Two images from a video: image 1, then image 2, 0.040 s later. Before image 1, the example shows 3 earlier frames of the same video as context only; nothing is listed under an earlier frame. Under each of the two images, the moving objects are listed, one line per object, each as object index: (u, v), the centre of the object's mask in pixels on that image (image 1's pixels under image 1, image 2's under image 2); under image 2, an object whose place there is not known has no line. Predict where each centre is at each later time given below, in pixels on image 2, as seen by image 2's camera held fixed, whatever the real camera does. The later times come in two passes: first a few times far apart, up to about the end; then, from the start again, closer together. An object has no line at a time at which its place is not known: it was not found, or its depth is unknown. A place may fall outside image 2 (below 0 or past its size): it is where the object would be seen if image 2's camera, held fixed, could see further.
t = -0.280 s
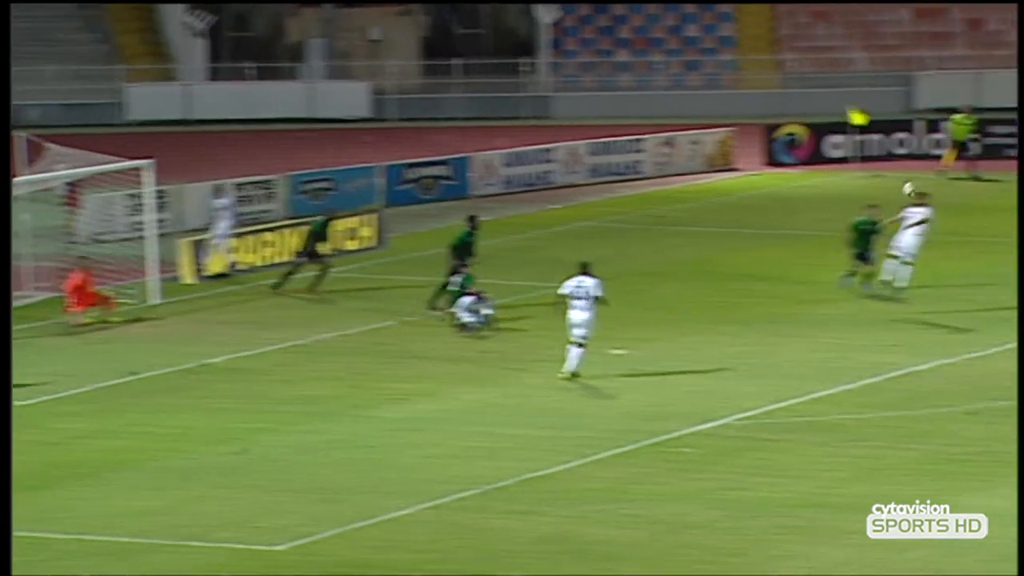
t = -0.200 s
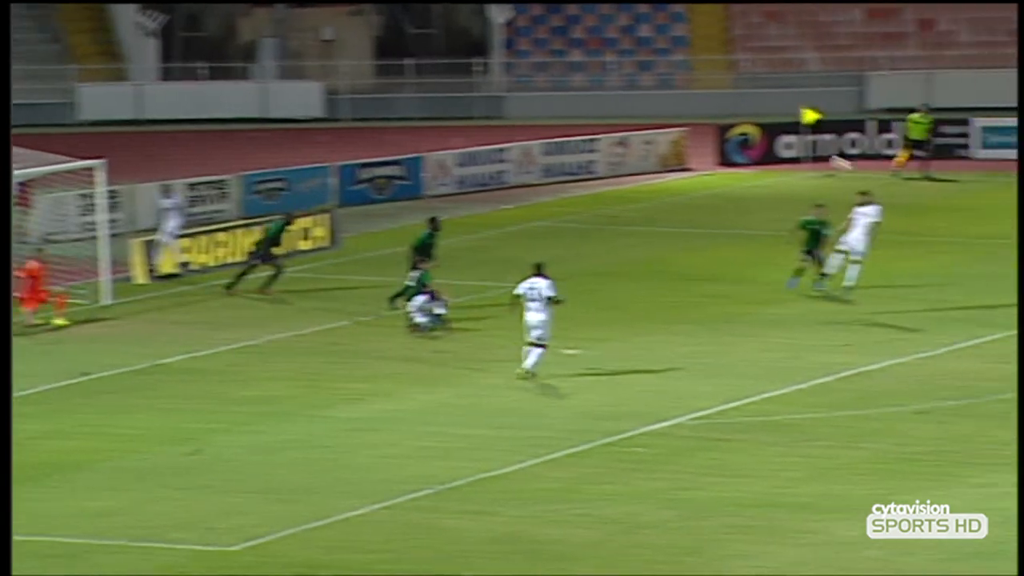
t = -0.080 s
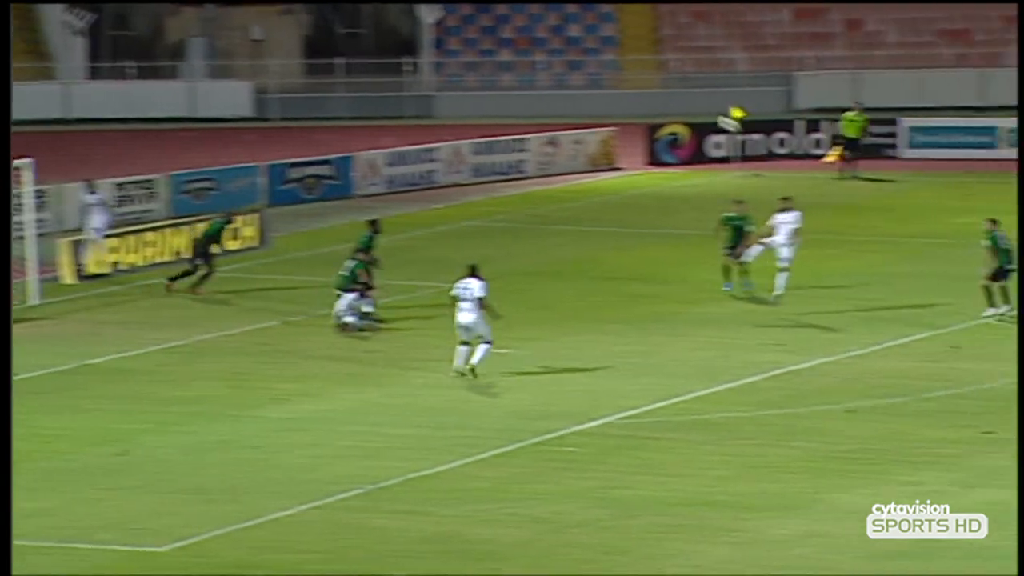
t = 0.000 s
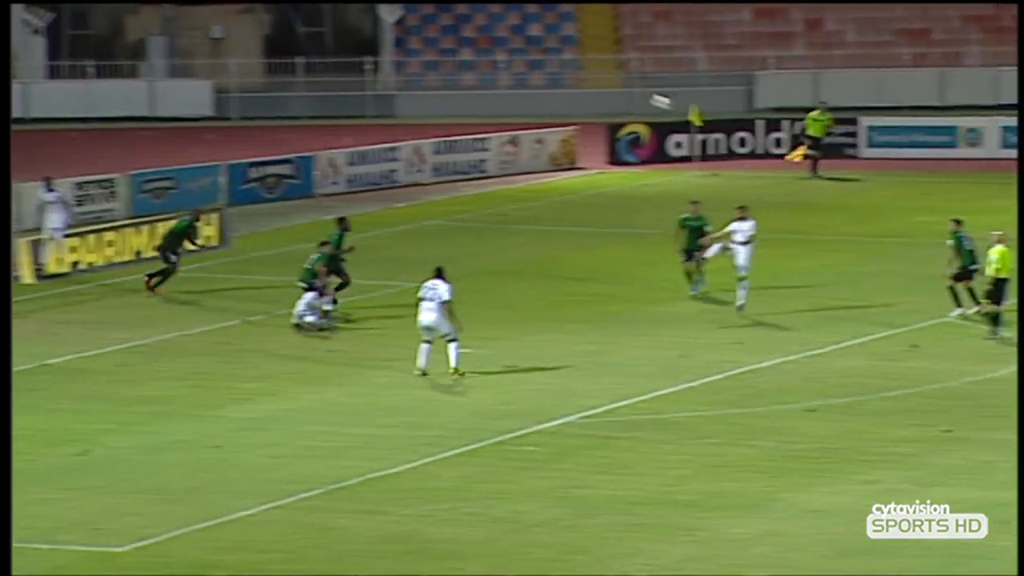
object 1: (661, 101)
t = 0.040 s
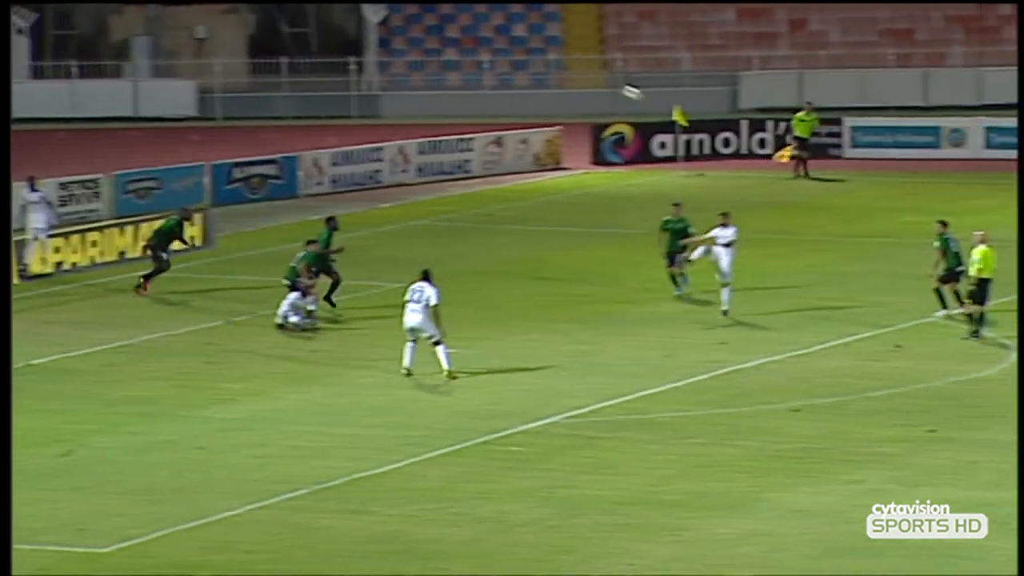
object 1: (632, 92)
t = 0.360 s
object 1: (524, 53)
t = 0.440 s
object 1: (498, 51)
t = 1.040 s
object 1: (300, 173)
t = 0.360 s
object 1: (524, 53)
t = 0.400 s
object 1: (511, 52)
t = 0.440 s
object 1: (498, 51)
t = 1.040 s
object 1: (300, 173)
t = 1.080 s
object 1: (289, 190)
